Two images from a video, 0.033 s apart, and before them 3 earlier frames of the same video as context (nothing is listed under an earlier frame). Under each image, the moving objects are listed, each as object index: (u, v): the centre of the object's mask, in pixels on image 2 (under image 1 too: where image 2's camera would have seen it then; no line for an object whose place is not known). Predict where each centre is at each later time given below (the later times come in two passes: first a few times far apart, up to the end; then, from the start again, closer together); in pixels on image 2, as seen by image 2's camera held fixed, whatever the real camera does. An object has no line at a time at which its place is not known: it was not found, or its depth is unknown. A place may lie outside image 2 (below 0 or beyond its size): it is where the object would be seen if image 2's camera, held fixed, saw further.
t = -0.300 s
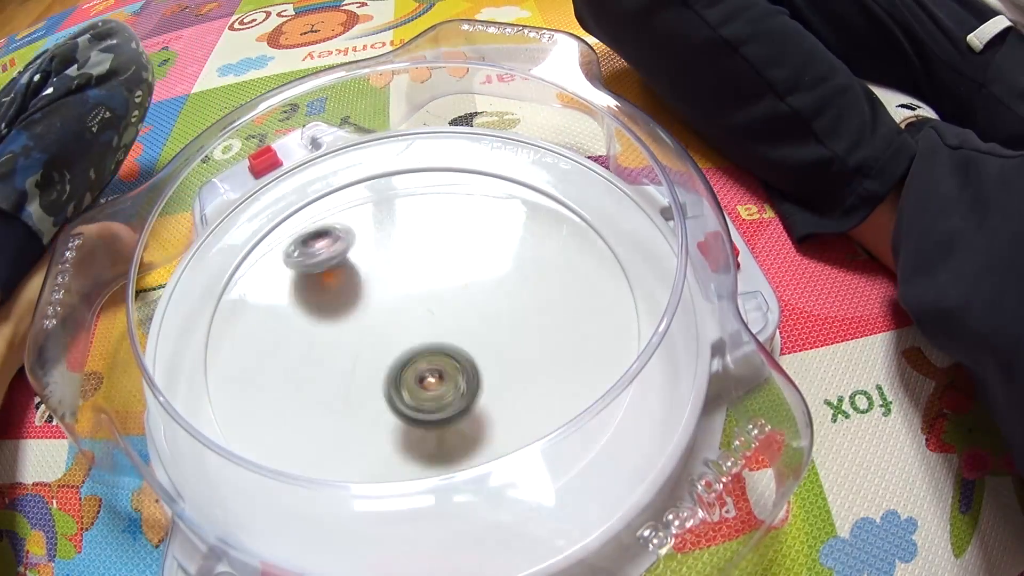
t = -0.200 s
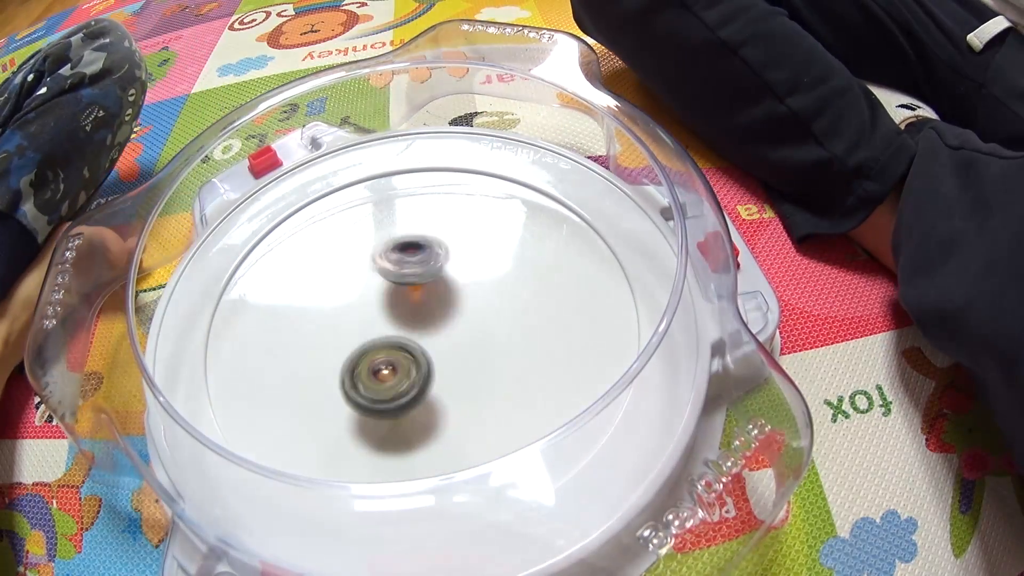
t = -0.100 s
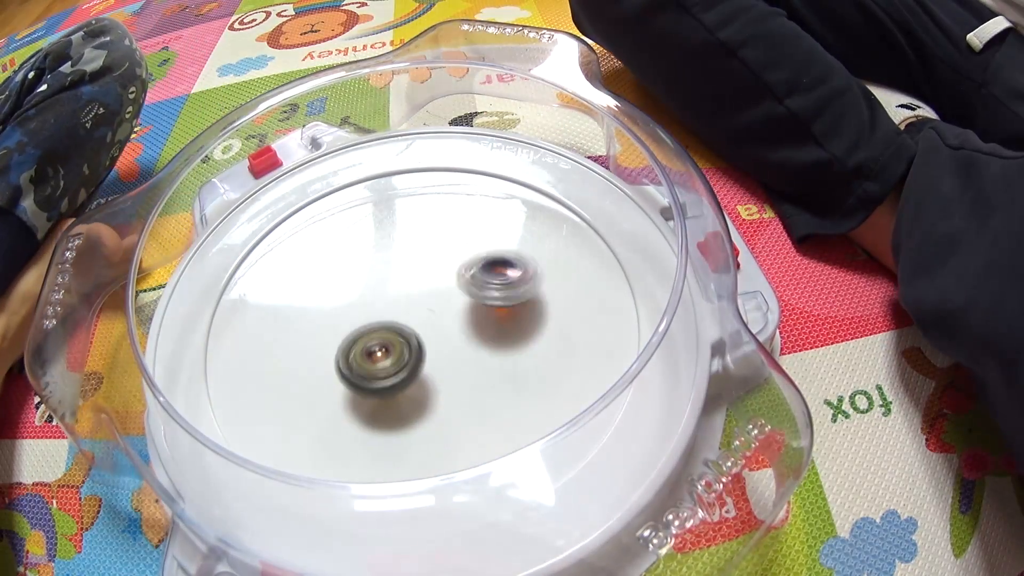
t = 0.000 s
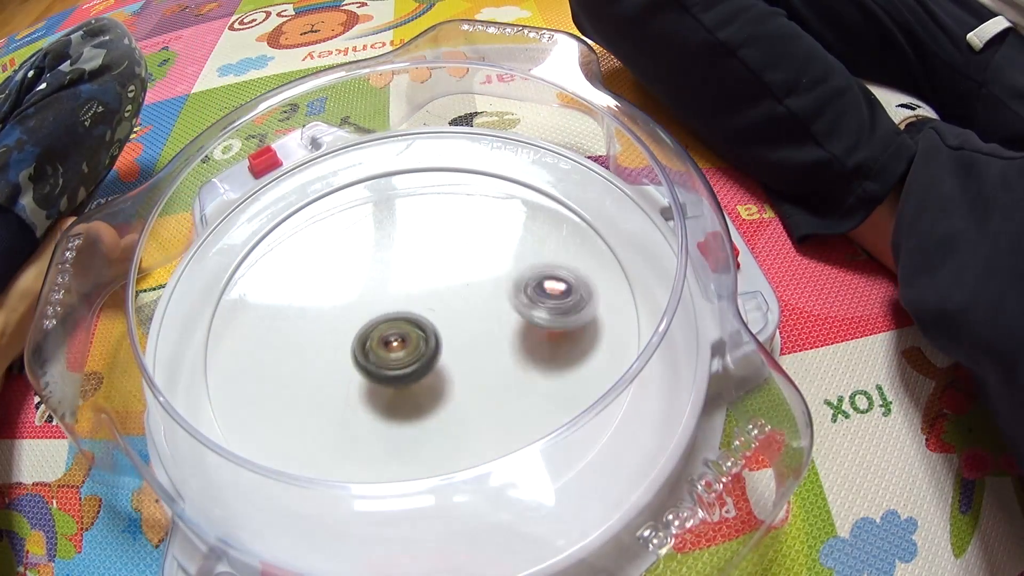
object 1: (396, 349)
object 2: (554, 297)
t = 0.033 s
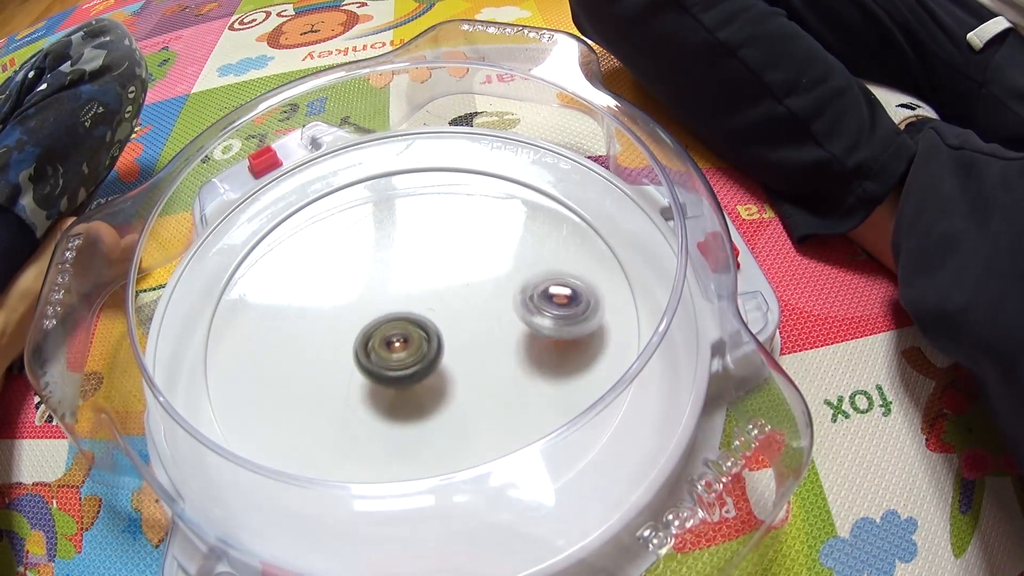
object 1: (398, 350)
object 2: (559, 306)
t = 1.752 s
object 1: (413, 383)
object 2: (407, 279)
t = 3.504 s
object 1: (356, 333)
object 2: (450, 302)
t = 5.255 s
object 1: (461, 255)
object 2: (406, 319)
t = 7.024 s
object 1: (537, 332)
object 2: (304, 285)
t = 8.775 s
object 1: (336, 366)
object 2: (461, 265)
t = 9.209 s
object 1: (358, 305)
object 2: (474, 300)
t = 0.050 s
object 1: (399, 351)
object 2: (560, 307)
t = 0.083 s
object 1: (401, 352)
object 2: (559, 317)
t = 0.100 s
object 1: (403, 352)
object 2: (554, 320)
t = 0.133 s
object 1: (403, 352)
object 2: (545, 327)
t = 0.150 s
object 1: (402, 353)
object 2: (539, 330)
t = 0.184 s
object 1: (399, 353)
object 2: (520, 331)
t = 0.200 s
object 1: (398, 352)
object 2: (511, 333)
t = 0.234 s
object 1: (396, 347)
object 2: (492, 336)
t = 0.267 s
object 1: (384, 342)
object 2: (479, 332)
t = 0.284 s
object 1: (376, 340)
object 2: (478, 334)
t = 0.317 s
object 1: (365, 335)
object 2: (470, 331)
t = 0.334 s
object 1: (362, 333)
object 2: (464, 331)
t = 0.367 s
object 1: (355, 331)
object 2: (455, 325)
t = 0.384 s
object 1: (353, 331)
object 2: (451, 324)
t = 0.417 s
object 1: (347, 332)
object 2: (439, 317)
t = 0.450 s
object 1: (318, 333)
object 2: (456, 308)
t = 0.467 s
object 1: (306, 333)
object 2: (463, 305)
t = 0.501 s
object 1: (287, 335)
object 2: (474, 298)
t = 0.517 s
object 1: (280, 337)
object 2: (477, 295)
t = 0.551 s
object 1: (269, 340)
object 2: (482, 286)
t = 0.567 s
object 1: (266, 344)
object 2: (485, 284)
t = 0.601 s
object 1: (263, 350)
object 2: (485, 281)
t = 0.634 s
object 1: (264, 359)
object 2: (481, 279)
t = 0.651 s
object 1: (265, 365)
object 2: (478, 279)
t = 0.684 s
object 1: (271, 376)
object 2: (474, 280)
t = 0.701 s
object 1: (275, 381)
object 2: (471, 281)
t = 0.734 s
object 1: (288, 391)
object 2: (461, 284)
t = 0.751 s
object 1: (296, 396)
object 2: (456, 285)
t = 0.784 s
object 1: (314, 400)
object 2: (446, 287)
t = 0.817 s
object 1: (334, 399)
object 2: (436, 290)
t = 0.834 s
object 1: (345, 397)
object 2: (431, 291)
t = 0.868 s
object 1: (364, 389)
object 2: (419, 291)
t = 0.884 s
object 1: (373, 385)
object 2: (414, 290)
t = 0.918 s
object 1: (388, 372)
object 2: (407, 289)
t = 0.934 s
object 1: (394, 366)
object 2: (404, 289)
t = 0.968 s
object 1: (404, 356)
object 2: (400, 283)
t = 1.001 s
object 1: (410, 348)
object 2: (397, 275)
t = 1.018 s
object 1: (411, 343)
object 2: (397, 270)
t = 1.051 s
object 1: (413, 333)
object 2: (398, 263)
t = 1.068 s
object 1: (413, 328)
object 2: (399, 260)
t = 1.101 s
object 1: (410, 333)
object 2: (403, 239)
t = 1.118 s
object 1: (407, 337)
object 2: (404, 228)
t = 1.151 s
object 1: (404, 343)
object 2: (406, 208)
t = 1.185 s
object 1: (401, 343)
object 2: (407, 194)
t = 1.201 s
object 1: (402, 343)
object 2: (407, 189)
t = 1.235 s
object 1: (401, 340)
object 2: (409, 182)
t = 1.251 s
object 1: (400, 338)
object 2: (410, 181)
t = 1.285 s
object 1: (398, 334)
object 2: (411, 183)
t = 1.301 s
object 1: (398, 332)
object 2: (412, 184)
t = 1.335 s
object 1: (397, 328)
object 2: (411, 193)
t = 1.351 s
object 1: (396, 326)
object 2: (412, 199)
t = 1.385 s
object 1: (395, 322)
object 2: (411, 213)
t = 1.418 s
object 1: (395, 318)
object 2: (409, 225)
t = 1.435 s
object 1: (393, 317)
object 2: (409, 234)
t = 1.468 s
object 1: (390, 319)
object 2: (408, 247)
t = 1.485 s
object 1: (384, 329)
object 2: (410, 243)
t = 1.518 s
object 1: (377, 346)
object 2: (413, 242)
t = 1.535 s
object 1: (373, 354)
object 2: (415, 243)
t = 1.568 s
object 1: (372, 366)
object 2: (416, 246)
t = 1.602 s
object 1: (373, 375)
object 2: (415, 252)
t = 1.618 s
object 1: (376, 379)
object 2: (414, 255)
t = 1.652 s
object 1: (383, 385)
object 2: (413, 261)
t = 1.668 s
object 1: (387, 386)
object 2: (412, 264)
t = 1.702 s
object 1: (397, 386)
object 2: (410, 270)
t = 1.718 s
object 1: (402, 386)
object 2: (409, 274)
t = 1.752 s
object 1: (413, 383)
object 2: (407, 279)
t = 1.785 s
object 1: (422, 379)
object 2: (406, 284)
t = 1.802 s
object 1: (428, 377)
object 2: (406, 287)
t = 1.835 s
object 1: (436, 372)
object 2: (406, 291)
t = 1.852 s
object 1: (439, 369)
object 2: (407, 293)
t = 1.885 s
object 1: (446, 362)
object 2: (409, 296)
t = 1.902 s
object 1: (449, 361)
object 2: (411, 297)
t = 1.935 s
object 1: (454, 366)
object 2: (413, 289)
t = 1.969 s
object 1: (459, 368)
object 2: (415, 283)
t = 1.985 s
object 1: (460, 368)
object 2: (416, 280)
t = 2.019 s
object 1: (464, 366)
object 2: (419, 277)
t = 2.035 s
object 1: (466, 365)
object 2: (421, 275)
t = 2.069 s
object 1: (468, 362)
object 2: (425, 273)
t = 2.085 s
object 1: (470, 360)
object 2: (428, 272)
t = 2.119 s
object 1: (472, 356)
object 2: (433, 271)
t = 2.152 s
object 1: (472, 351)
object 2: (438, 270)
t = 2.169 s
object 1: (472, 349)
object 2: (441, 270)
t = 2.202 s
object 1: (471, 344)
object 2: (444, 268)
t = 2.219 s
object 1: (469, 342)
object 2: (446, 268)
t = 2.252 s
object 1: (466, 337)
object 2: (447, 267)
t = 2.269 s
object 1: (463, 335)
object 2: (448, 266)
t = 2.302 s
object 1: (457, 343)
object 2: (449, 253)
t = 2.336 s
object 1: (451, 349)
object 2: (450, 241)
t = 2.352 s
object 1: (448, 350)
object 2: (450, 237)
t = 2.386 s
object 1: (444, 352)
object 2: (450, 233)
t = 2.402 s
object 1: (442, 354)
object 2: (451, 232)
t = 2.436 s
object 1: (437, 355)
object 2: (452, 234)
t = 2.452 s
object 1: (436, 356)
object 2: (453, 236)
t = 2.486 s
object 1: (432, 358)
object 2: (452, 244)
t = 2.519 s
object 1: (427, 359)
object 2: (451, 252)
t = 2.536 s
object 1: (425, 360)
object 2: (449, 257)
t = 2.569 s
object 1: (421, 361)
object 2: (446, 268)
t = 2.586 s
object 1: (419, 362)
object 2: (445, 273)
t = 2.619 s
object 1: (414, 363)
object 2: (441, 283)
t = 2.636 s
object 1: (412, 363)
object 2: (437, 289)
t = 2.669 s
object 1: (406, 367)
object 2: (434, 295)
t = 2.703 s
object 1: (397, 373)
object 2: (434, 298)
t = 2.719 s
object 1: (394, 376)
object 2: (435, 297)
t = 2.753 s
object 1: (389, 382)
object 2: (435, 296)
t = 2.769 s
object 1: (388, 383)
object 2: (435, 295)
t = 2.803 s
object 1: (386, 387)
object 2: (434, 295)
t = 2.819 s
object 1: (385, 388)
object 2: (433, 294)
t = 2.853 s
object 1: (385, 389)
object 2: (429, 295)
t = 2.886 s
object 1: (385, 390)
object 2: (426, 296)
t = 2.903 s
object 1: (386, 390)
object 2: (424, 297)
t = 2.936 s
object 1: (386, 391)
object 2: (423, 297)
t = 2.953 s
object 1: (386, 390)
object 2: (423, 297)
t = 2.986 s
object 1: (387, 388)
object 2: (421, 296)
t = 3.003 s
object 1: (387, 388)
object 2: (419, 296)
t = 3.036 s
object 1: (388, 385)
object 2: (416, 296)
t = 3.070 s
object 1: (387, 383)
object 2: (414, 297)
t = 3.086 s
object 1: (387, 381)
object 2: (414, 297)
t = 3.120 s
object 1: (387, 376)
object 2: (415, 296)
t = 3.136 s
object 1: (387, 374)
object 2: (415, 296)
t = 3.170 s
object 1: (386, 369)
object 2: (415, 295)
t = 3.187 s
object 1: (386, 367)
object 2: (415, 295)
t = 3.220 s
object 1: (381, 364)
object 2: (416, 294)
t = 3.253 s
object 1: (377, 361)
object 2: (421, 291)
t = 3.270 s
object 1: (375, 359)
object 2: (424, 290)
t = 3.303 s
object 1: (372, 355)
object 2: (429, 287)
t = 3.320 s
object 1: (371, 353)
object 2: (431, 287)
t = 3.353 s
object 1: (368, 350)
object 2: (434, 287)
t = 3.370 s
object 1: (366, 348)
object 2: (436, 289)
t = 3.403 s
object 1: (362, 344)
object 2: (442, 290)
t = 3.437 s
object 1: (360, 340)
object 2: (447, 292)
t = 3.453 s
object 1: (359, 338)
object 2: (448, 294)
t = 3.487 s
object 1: (357, 334)
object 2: (450, 298)
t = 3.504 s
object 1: (356, 333)
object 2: (450, 302)
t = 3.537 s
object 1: (354, 330)
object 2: (453, 307)
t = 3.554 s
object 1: (352, 328)
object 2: (454, 309)
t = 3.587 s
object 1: (350, 324)
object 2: (452, 314)
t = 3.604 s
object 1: (349, 322)
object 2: (450, 317)
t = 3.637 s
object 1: (348, 318)
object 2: (447, 324)
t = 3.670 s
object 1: (348, 314)
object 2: (446, 328)
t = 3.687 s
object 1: (348, 312)
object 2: (444, 330)
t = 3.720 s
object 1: (348, 308)
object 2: (437, 334)
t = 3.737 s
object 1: (348, 307)
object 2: (434, 336)
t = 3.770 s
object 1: (347, 304)
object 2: (427, 340)
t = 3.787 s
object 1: (347, 302)
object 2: (425, 341)
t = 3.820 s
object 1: (347, 298)
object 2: (418, 341)
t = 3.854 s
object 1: (348, 294)
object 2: (411, 341)
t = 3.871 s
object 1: (347, 292)
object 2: (410, 343)
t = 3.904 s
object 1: (344, 287)
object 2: (409, 342)
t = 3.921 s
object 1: (343, 285)
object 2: (407, 341)
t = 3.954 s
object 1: (340, 282)
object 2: (403, 339)
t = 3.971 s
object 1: (339, 281)
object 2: (401, 338)
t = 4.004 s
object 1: (336, 279)
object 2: (401, 335)
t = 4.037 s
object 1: (333, 278)
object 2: (400, 329)
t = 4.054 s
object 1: (332, 277)
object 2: (399, 327)
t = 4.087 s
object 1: (331, 277)
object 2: (398, 324)
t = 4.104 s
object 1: (330, 277)
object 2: (400, 321)
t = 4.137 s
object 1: (330, 278)
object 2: (404, 314)
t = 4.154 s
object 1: (329, 278)
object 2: (406, 313)
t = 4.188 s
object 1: (330, 280)
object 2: (411, 311)
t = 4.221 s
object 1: (332, 281)
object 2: (421, 307)
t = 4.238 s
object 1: (334, 282)
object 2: (425, 305)
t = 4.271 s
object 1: (337, 283)
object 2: (429, 304)
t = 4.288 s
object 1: (339, 284)
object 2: (433, 304)
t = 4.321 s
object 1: (344, 285)
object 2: (441, 303)
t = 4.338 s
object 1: (347, 285)
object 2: (444, 303)
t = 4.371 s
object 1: (353, 286)
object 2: (448, 305)
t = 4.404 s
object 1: (360, 286)
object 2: (454, 309)
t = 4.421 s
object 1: (363, 286)
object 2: (457, 311)
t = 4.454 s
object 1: (370, 286)
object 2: (458, 314)
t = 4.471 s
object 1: (374, 285)
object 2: (456, 317)
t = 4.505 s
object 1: (381, 285)
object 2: (458, 324)
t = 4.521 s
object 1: (385, 284)
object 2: (456, 326)
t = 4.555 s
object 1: (390, 280)
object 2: (456, 335)
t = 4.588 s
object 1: (394, 275)
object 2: (458, 346)
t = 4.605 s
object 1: (396, 274)
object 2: (459, 349)
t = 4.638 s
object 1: (402, 271)
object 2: (455, 354)
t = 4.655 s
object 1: (404, 270)
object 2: (452, 358)
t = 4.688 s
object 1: (409, 268)
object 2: (449, 360)
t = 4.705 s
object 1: (412, 267)
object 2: (445, 359)
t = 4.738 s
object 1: (417, 265)
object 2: (436, 360)
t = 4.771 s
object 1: (421, 263)
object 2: (432, 356)
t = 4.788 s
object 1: (424, 262)
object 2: (428, 353)
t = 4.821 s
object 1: (428, 261)
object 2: (421, 350)
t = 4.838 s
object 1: (429, 260)
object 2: (419, 348)
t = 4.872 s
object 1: (433, 259)
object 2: (416, 342)
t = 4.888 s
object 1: (435, 259)
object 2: (413, 339)
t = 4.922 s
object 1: (437, 258)
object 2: (410, 335)
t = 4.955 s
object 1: (439, 258)
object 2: (409, 329)
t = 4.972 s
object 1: (440, 257)
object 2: (407, 327)
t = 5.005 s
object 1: (443, 256)
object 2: (405, 326)
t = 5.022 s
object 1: (444, 256)
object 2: (404, 324)
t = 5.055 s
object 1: (447, 256)
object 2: (403, 322)
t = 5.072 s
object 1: (449, 255)
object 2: (402, 322)
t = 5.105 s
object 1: (453, 254)
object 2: (400, 322)
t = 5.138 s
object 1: (455, 253)
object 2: (398, 323)
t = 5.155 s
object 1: (457, 253)
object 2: (399, 322)
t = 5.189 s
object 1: (459, 253)
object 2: (400, 321)
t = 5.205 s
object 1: (459, 253)
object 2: (400, 320)
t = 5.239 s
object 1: (460, 254)
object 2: (405, 320)
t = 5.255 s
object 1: (461, 255)
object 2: (406, 319)
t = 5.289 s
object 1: (463, 255)
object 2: (409, 320)
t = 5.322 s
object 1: (468, 253)
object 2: (405, 326)
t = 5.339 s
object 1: (470, 252)
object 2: (402, 329)
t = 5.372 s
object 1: (472, 251)
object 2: (400, 334)
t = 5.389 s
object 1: (473, 251)
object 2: (400, 335)
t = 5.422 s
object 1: (474, 252)
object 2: (397, 337)
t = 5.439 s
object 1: (474, 252)
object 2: (397, 339)
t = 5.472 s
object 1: (473, 254)
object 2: (398, 340)
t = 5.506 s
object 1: (472, 256)
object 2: (398, 341)
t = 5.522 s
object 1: (472, 258)
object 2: (399, 341)
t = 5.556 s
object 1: (470, 261)
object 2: (399, 341)
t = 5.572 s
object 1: (470, 263)
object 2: (400, 342)
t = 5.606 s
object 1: (469, 267)
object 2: (402, 341)
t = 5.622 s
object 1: (469, 270)
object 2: (403, 340)
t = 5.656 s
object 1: (468, 275)
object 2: (405, 341)
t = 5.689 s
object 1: (468, 281)
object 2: (405, 340)
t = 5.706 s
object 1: (474, 279)
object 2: (397, 345)
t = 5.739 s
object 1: (485, 278)
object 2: (385, 350)
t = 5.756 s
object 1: (488, 278)
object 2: (379, 352)
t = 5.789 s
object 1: (493, 279)
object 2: (373, 355)
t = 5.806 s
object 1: (494, 280)
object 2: (369, 355)
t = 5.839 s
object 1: (496, 281)
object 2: (366, 357)
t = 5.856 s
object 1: (497, 282)
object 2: (366, 356)
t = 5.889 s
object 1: (497, 284)
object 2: (364, 355)
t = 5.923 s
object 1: (496, 287)
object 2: (367, 353)
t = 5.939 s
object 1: (496, 288)
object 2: (367, 352)
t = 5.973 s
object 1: (495, 291)
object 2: (372, 350)
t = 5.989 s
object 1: (494, 293)
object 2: (374, 349)
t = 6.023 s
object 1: (493, 297)
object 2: (378, 348)
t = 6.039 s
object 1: (492, 298)
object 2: (381, 347)
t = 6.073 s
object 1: (489, 302)
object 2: (383, 346)
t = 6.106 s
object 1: (486, 306)
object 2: (389, 344)
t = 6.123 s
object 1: (484, 309)
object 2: (390, 343)
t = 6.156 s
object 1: (485, 313)
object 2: (392, 343)
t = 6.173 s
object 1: (496, 314)
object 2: (380, 341)
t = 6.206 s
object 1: (515, 313)
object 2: (361, 340)
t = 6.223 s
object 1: (522, 313)
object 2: (352, 338)
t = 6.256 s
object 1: (529, 313)
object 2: (341, 336)
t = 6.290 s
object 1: (532, 313)
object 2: (330, 334)
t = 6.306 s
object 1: (533, 313)
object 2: (330, 332)
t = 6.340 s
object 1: (534, 312)
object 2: (326, 329)
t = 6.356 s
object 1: (532, 311)
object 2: (329, 328)
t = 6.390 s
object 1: (529, 310)
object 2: (327, 325)
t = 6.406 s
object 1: (527, 310)
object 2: (331, 325)
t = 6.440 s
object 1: (524, 310)
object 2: (335, 322)
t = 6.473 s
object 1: (520, 309)
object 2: (342, 321)
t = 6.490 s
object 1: (516, 309)
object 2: (344, 321)
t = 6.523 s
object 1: (508, 310)
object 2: (353, 320)
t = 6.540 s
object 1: (505, 311)
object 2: (356, 320)
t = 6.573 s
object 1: (497, 313)
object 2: (365, 320)
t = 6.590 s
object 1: (493, 314)
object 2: (367, 320)
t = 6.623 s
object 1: (484, 315)
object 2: (375, 320)
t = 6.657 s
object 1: (475, 318)
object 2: (380, 323)
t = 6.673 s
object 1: (475, 321)
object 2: (380, 320)
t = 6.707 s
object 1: (508, 329)
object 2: (347, 313)
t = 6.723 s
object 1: (521, 332)
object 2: (330, 306)
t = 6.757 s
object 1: (542, 338)
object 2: (307, 297)
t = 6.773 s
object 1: (549, 339)
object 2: (295, 292)
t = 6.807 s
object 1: (558, 340)
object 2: (281, 285)
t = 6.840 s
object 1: (563, 342)
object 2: (274, 282)
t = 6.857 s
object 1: (564, 341)
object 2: (271, 279)
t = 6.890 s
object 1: (562, 339)
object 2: (273, 277)
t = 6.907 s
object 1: (561, 339)
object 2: (273, 277)
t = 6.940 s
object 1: (558, 338)
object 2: (281, 279)
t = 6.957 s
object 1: (554, 336)
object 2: (282, 280)
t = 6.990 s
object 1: (546, 335)
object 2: (293, 282)
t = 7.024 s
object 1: (537, 332)
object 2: (304, 285)
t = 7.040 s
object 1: (531, 331)
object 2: (306, 287)
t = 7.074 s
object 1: (518, 330)
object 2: (315, 290)
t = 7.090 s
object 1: (512, 330)
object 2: (318, 294)
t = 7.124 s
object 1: (499, 328)
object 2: (329, 296)
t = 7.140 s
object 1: (492, 328)
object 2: (333, 300)
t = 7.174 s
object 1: (481, 328)
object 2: (341, 302)
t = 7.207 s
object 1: (468, 327)
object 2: (351, 304)
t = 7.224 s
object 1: (462, 327)
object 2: (354, 308)
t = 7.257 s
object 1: (452, 327)
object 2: (363, 309)
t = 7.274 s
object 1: (449, 327)
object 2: (366, 310)
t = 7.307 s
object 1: (454, 332)
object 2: (358, 308)
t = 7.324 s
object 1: (456, 335)
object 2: (357, 305)
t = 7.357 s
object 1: (454, 338)
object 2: (355, 303)
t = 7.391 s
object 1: (451, 342)
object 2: (352, 302)
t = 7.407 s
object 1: (450, 343)
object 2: (354, 300)
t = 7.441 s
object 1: (444, 345)
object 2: (356, 300)
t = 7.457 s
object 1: (442, 345)
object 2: (356, 299)
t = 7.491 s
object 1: (437, 345)
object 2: (360, 298)
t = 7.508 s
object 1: (434, 346)
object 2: (360, 299)
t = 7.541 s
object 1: (430, 346)
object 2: (366, 299)
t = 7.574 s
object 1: (428, 350)
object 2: (367, 294)
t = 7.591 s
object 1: (428, 353)
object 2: (365, 292)
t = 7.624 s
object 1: (425, 355)
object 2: (368, 287)
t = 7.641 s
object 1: (422, 356)
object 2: (370, 287)
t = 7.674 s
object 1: (420, 357)
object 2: (371, 287)
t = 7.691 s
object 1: (417, 356)
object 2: (374, 286)
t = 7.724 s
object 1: (412, 356)
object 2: (378, 288)
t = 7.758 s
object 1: (407, 354)
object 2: (380, 291)
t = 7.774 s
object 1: (406, 356)
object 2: (380, 288)
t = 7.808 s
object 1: (401, 357)
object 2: (383, 286)
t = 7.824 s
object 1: (398, 357)
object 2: (382, 287)
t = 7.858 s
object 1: (393, 357)
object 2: (386, 287)
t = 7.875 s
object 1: (389, 359)
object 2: (389, 285)
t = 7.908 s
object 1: (381, 370)
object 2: (393, 275)
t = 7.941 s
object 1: (374, 376)
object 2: (397, 266)
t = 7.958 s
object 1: (372, 378)
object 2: (401, 263)
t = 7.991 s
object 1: (370, 379)
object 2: (404, 260)
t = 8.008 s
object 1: (368, 380)
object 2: (404, 260)
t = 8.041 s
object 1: (368, 380)
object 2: (406, 260)
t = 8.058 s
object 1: (366, 380)
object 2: (407, 261)
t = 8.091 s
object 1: (367, 379)
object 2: (407, 264)
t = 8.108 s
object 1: (367, 377)
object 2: (408, 264)
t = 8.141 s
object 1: (367, 376)
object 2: (409, 265)
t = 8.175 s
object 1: (366, 372)
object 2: (410, 268)
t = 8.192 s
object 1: (367, 371)
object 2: (409, 269)
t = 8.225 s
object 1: (367, 367)
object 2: (410, 272)
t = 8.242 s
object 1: (367, 366)
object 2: (411, 274)
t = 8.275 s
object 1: (368, 360)
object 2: (410, 278)
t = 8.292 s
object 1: (368, 359)
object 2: (411, 278)
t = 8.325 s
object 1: (370, 353)
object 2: (412, 281)
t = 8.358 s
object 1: (370, 349)
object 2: (413, 283)
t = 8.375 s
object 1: (362, 354)
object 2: (419, 278)
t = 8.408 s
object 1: (342, 367)
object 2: (440, 260)
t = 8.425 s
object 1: (335, 372)
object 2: (450, 253)
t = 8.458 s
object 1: (325, 378)
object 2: (465, 242)
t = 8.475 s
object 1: (323, 379)
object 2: (468, 238)
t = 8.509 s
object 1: (320, 382)
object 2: (477, 234)
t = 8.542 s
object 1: (319, 382)
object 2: (480, 234)
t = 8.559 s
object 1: (320, 383)
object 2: (483, 233)
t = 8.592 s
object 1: (321, 382)
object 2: (483, 237)
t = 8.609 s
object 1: (323, 382)
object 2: (480, 239)
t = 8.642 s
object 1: (324, 380)
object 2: (477, 244)
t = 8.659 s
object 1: (326, 379)
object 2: (476, 246)
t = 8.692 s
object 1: (327, 376)
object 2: (473, 252)
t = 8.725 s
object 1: (331, 372)
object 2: (469, 257)
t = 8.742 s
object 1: (332, 371)
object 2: (465, 259)
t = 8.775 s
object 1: (336, 366)
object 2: (461, 265)
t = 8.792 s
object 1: (338, 365)
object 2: (460, 268)
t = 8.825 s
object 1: (343, 360)
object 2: (456, 273)
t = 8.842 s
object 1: (345, 358)
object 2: (452, 275)
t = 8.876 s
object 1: (349, 352)
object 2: (448, 279)
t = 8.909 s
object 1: (355, 347)
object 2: (443, 283)
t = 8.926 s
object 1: (356, 345)
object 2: (442, 285)
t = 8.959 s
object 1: (362, 339)
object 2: (438, 289)
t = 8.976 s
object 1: (364, 337)
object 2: (436, 290)
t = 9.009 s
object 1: (356, 332)
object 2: (445, 292)
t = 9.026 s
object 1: (352, 330)
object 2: (454, 291)
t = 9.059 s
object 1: (348, 324)
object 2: (466, 292)
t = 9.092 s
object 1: (348, 319)
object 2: (473, 293)
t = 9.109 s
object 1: (350, 317)
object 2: (477, 294)
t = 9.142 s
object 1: (352, 313)
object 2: (479, 295)
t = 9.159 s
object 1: (354, 311)
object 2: (476, 297)
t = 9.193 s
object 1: (357, 308)
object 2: (475, 300)
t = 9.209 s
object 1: (358, 305)
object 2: (474, 300)
